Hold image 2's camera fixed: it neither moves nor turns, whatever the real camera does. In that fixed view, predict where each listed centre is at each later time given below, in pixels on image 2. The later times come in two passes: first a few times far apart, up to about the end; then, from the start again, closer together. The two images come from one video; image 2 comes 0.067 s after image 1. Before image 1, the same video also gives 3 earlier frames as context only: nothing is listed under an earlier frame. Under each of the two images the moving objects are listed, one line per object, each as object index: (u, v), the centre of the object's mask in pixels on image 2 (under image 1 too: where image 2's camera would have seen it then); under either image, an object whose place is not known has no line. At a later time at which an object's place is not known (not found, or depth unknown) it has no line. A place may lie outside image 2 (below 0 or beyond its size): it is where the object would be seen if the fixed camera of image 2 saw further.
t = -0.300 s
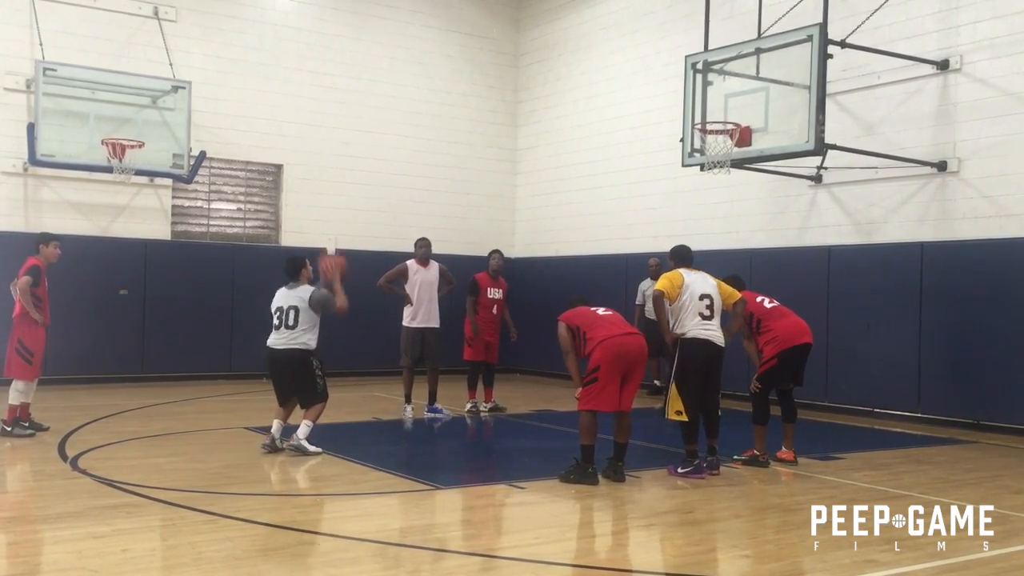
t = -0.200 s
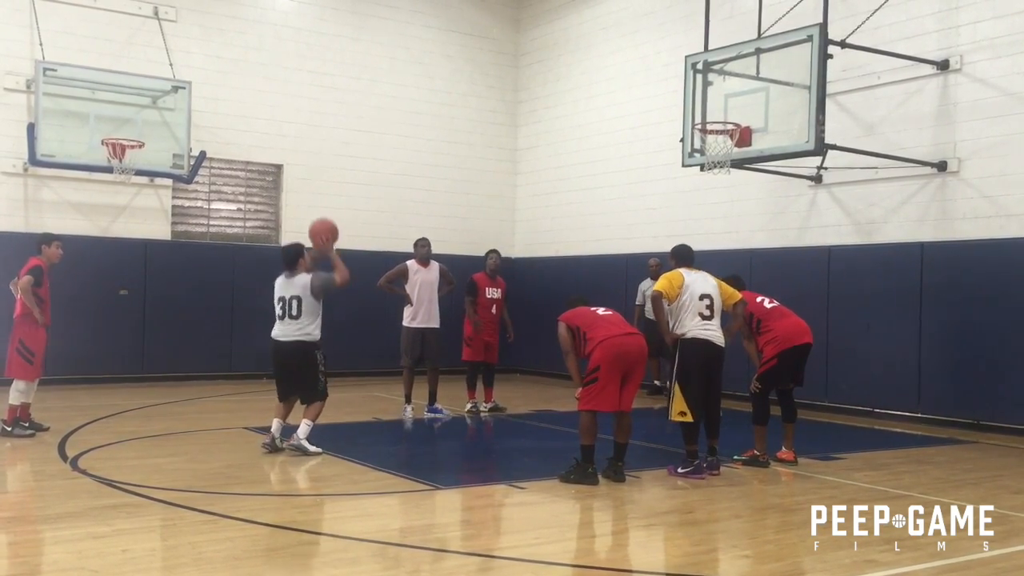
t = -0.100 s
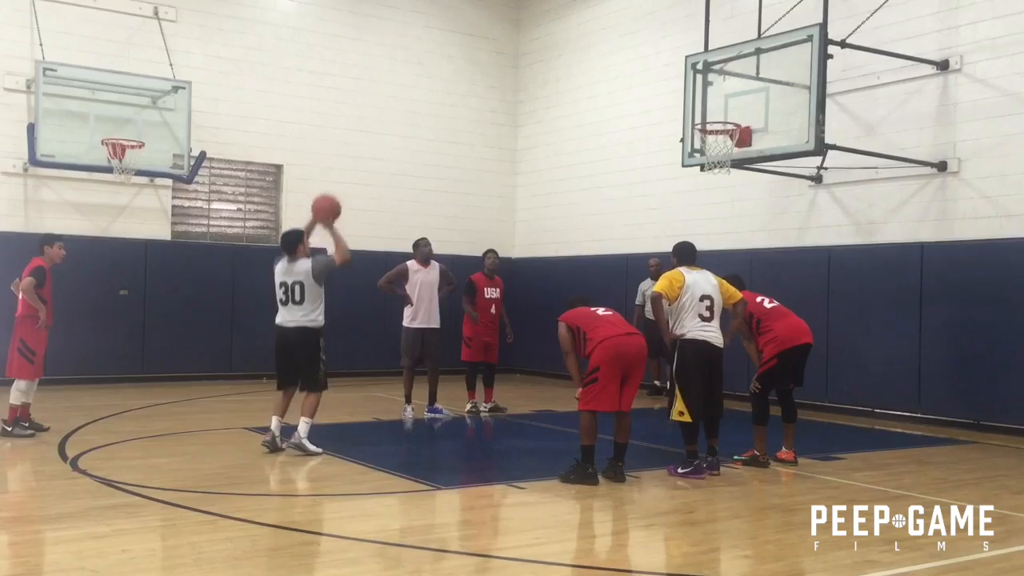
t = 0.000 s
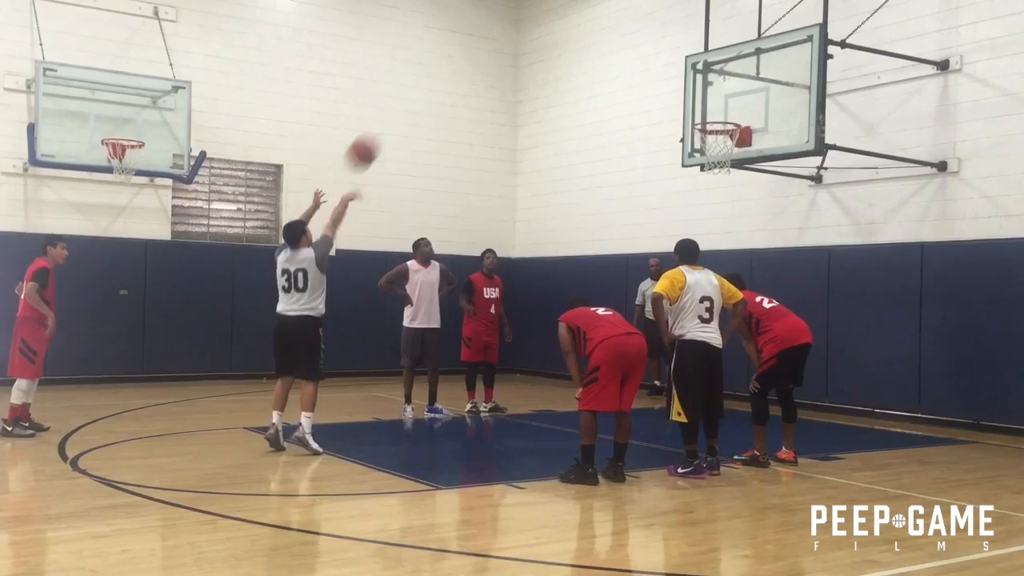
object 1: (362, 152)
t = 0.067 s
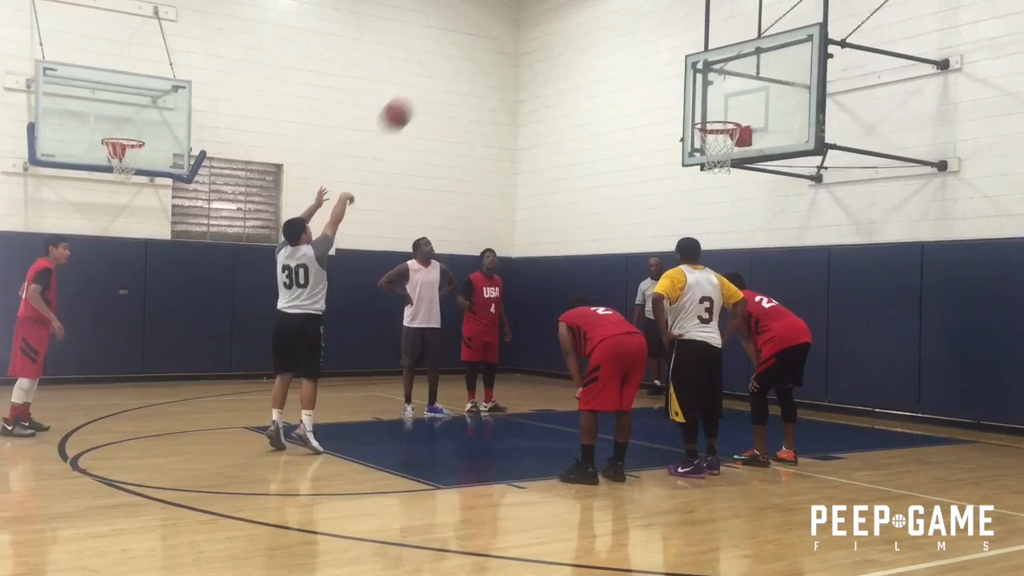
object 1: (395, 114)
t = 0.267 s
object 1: (487, 42)
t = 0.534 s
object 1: (591, 21)
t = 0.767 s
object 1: (670, 61)
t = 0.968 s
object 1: (721, 126)
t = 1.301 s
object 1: (713, 205)
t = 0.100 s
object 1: (412, 99)
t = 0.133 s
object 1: (428, 84)
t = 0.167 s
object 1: (443, 71)
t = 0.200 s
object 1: (458, 60)
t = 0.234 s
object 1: (473, 50)
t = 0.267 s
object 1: (487, 42)
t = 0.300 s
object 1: (501, 35)
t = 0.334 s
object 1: (515, 29)
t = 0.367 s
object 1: (529, 25)
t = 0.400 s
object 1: (541, 22)
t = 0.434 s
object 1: (554, 20)
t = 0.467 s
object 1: (567, 19)
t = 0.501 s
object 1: (579, 19)
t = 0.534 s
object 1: (591, 21)
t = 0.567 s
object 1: (603, 23)
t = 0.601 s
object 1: (615, 27)
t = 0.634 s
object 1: (626, 32)
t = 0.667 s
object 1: (637, 38)
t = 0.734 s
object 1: (659, 52)
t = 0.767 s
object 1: (670, 61)
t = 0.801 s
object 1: (679, 71)
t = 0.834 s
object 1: (689, 81)
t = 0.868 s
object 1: (701, 92)
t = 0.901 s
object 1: (711, 104)
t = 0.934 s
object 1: (719, 115)
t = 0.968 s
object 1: (721, 126)
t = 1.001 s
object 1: (714, 129)
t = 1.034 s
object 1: (707, 134)
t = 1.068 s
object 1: (708, 142)
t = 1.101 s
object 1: (709, 152)
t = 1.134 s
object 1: (710, 157)
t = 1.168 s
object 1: (710, 167)
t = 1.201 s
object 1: (711, 174)
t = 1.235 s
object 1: (712, 183)
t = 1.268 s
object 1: (712, 193)
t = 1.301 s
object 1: (713, 205)
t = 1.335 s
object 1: (714, 217)
